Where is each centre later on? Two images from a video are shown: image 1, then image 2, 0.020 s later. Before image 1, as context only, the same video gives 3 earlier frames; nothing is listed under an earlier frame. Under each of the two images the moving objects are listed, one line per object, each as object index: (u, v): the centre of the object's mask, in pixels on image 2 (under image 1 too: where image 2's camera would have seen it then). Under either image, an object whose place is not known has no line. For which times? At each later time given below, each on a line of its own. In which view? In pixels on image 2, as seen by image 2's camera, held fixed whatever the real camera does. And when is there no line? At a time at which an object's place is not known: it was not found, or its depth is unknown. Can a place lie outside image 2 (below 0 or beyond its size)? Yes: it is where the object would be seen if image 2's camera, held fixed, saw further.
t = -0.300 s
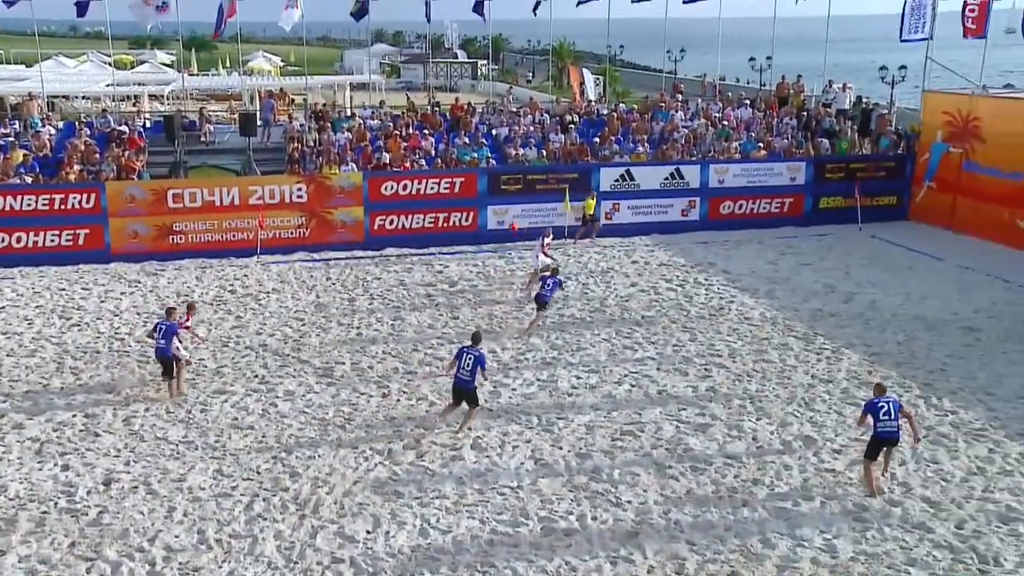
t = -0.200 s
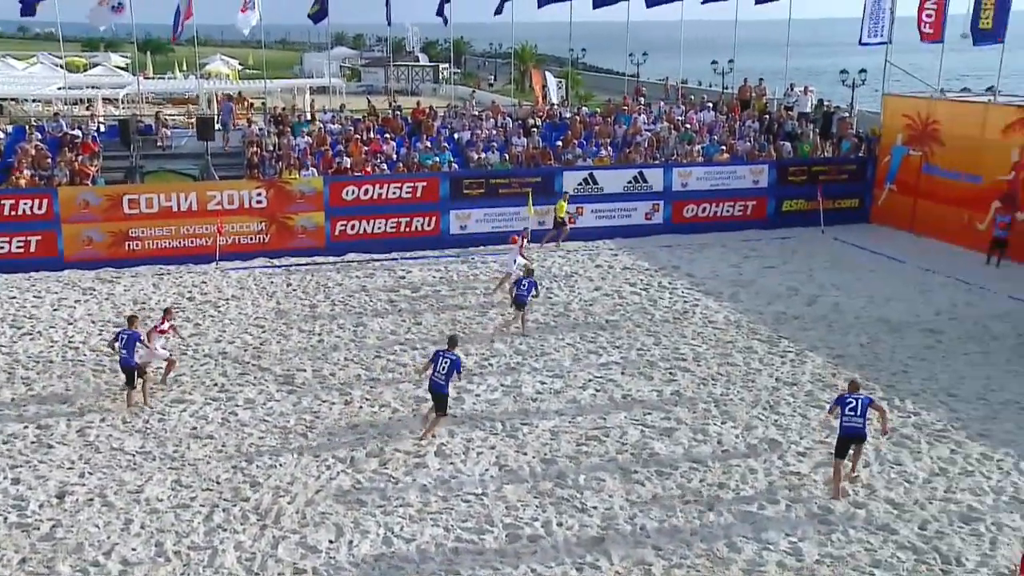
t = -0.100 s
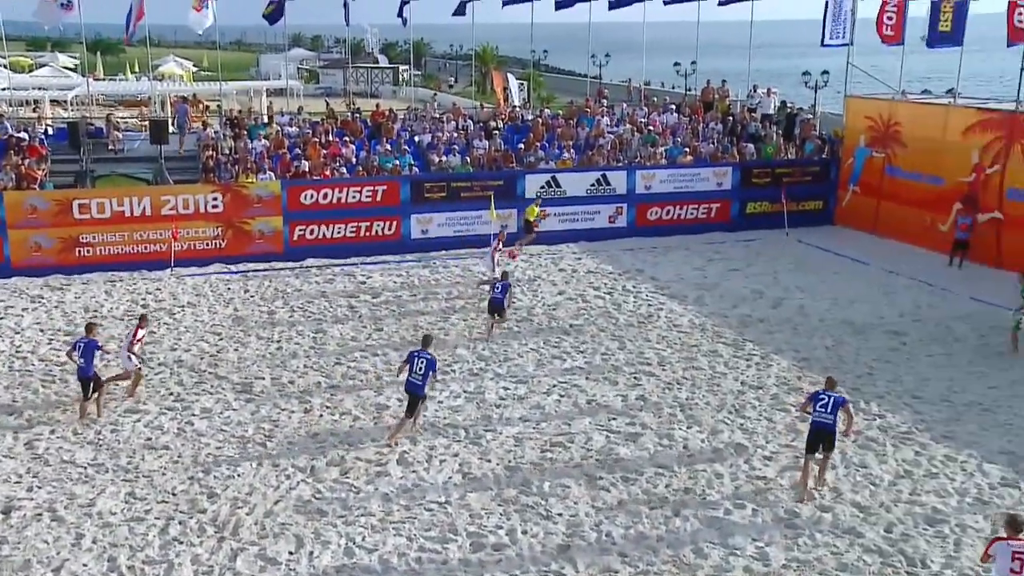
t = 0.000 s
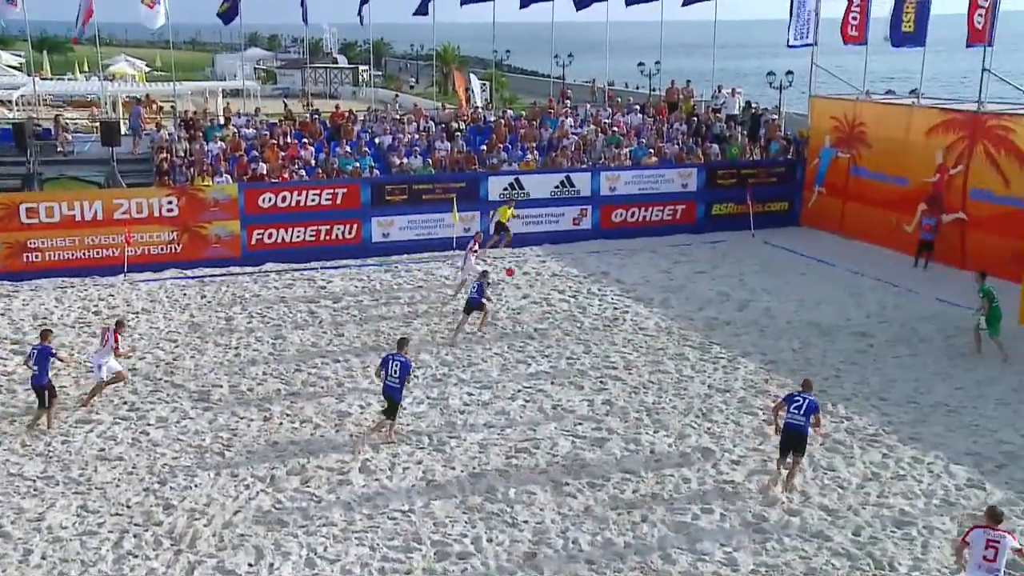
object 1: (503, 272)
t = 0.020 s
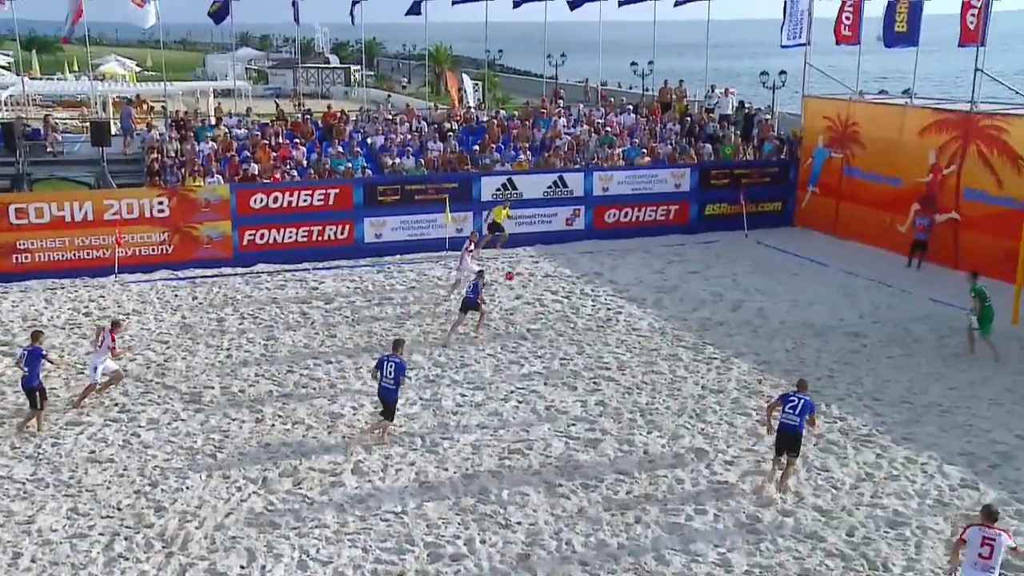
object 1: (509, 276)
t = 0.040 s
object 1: (516, 279)
